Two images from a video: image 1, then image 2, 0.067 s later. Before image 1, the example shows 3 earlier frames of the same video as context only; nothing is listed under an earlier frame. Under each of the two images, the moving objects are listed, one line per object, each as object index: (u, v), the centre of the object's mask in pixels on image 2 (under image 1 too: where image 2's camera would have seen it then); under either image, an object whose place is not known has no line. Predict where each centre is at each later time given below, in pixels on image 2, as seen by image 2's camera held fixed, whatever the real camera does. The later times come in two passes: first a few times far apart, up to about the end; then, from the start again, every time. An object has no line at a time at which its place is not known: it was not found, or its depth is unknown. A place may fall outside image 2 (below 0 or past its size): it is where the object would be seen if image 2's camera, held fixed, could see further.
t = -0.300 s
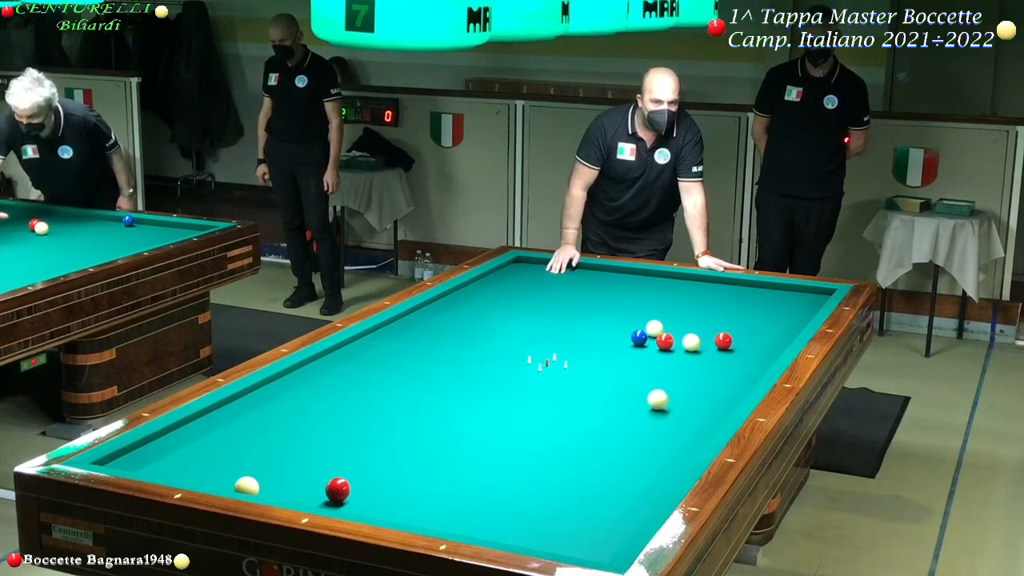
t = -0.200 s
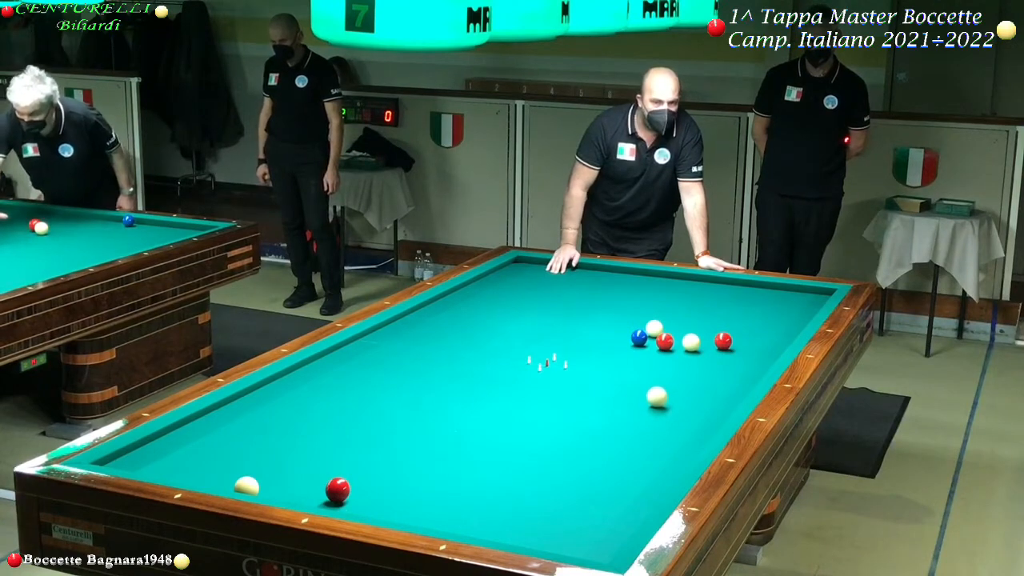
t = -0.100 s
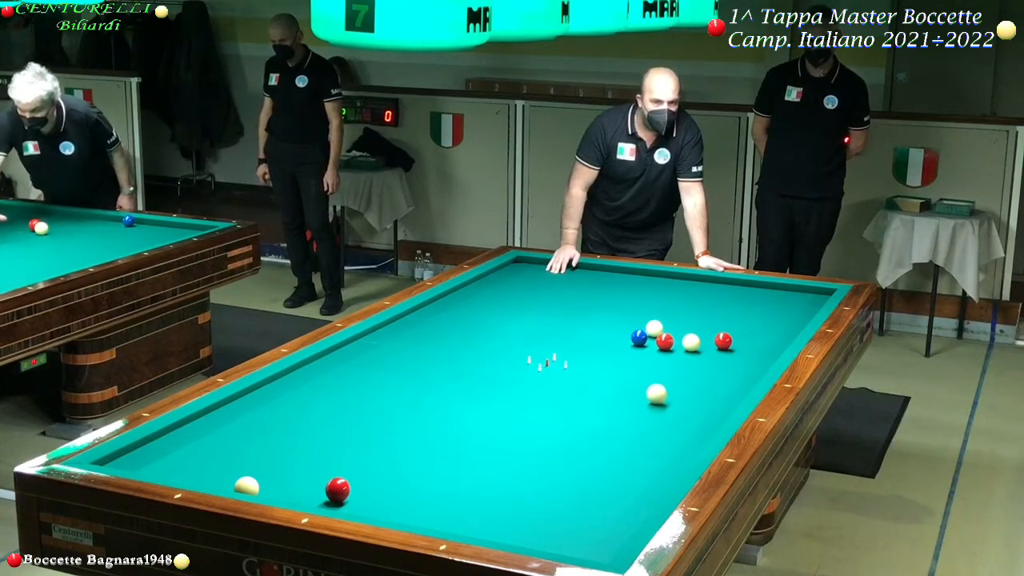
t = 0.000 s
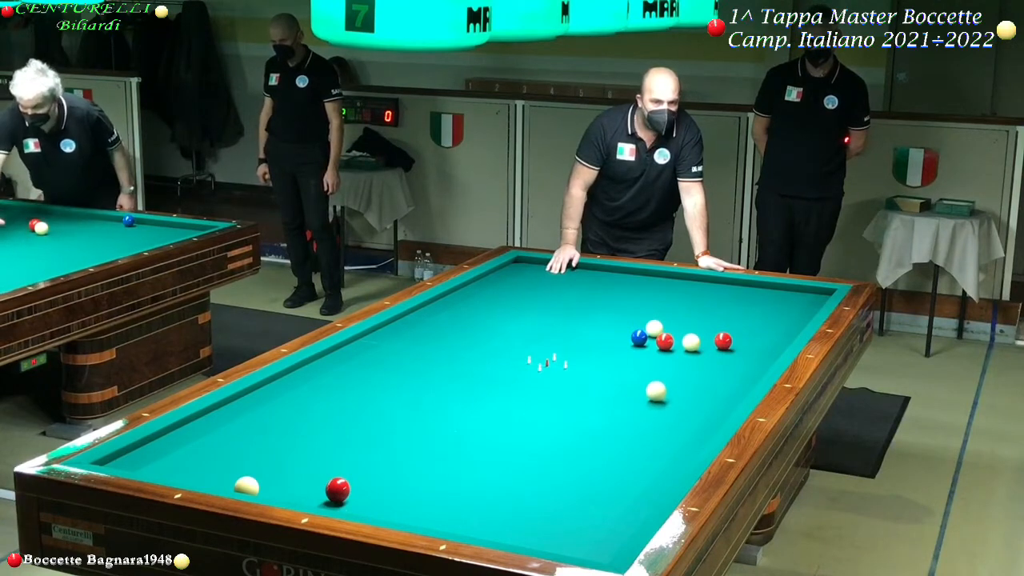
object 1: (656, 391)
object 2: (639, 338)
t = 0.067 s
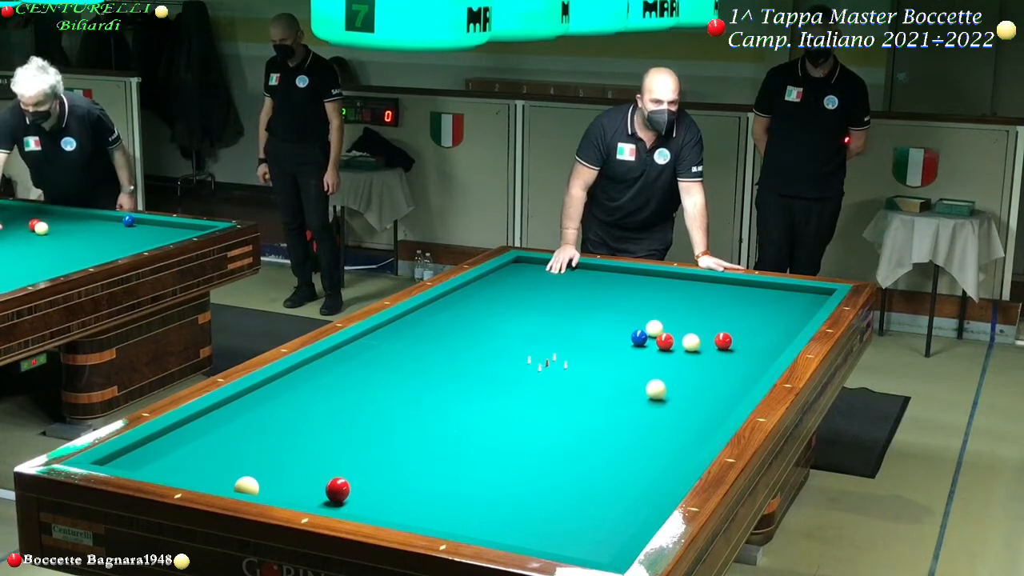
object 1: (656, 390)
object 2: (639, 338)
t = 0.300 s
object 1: (655, 384)
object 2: (639, 338)
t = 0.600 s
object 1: (654, 376)
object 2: (639, 338)
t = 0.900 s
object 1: (654, 370)
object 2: (639, 338)
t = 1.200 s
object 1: (653, 364)
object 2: (639, 338)
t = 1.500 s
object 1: (652, 359)
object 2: (639, 338)
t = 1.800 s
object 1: (651, 354)
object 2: (639, 338)
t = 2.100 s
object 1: (651, 349)
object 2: (639, 337)
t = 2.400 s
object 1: (650, 345)
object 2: (638, 337)
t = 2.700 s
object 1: (647, 342)
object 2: (636, 336)
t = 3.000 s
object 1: (646, 342)
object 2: (634, 335)
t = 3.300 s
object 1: (646, 341)
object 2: (633, 334)
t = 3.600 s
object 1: (645, 341)
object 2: (631, 333)
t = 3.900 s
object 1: (645, 341)
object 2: (630, 332)
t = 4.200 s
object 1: (645, 341)
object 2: (629, 331)
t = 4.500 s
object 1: (645, 341)
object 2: (627, 330)
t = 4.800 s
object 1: (645, 341)
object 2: (627, 329)
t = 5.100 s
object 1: (645, 341)
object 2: (627, 329)
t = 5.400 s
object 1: (645, 341)
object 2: (627, 329)
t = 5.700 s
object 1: (645, 340)
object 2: (627, 329)
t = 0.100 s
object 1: (656, 389)
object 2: (639, 338)
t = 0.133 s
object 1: (656, 388)
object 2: (639, 338)
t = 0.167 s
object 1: (656, 387)
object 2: (639, 338)
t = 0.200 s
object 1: (655, 386)
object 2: (639, 338)
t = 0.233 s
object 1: (655, 385)
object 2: (639, 338)
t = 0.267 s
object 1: (655, 385)
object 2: (639, 338)
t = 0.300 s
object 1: (655, 384)
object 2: (639, 338)
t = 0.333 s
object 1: (655, 383)
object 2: (639, 338)
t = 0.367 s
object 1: (655, 382)
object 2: (639, 338)
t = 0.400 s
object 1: (655, 381)
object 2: (639, 338)
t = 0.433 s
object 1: (655, 380)
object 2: (639, 338)
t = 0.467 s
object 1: (655, 380)
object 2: (639, 338)
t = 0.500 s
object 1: (655, 379)
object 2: (639, 338)
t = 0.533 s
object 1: (654, 378)
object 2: (639, 338)
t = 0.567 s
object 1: (654, 377)
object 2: (639, 338)
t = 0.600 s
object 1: (654, 376)
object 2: (639, 338)
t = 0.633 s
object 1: (654, 376)
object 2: (639, 338)
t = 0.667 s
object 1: (654, 375)
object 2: (639, 338)
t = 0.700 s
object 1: (654, 374)
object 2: (639, 338)
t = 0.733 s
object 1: (654, 374)
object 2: (639, 338)
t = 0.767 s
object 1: (654, 373)
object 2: (639, 338)
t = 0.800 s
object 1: (654, 372)
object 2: (639, 338)
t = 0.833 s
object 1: (654, 372)
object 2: (639, 338)
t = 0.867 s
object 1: (654, 371)
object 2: (639, 338)
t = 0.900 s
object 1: (654, 370)
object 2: (639, 338)
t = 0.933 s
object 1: (653, 370)
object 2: (639, 338)
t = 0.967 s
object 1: (653, 369)
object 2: (639, 338)
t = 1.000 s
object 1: (653, 368)
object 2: (639, 338)
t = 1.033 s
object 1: (653, 367)
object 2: (639, 338)
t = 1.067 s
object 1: (653, 367)
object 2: (639, 338)
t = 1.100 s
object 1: (653, 366)
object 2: (639, 338)
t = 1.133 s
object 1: (653, 366)
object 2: (639, 338)
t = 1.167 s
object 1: (653, 365)
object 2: (639, 338)
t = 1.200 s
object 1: (653, 364)
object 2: (639, 338)
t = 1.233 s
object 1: (653, 364)
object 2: (639, 338)
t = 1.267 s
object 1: (653, 363)
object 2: (639, 338)
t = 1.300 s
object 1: (652, 362)
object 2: (639, 338)
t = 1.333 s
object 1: (652, 362)
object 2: (639, 338)
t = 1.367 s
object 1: (652, 362)
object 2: (639, 338)
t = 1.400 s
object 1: (652, 361)
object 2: (639, 338)
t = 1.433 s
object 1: (652, 360)
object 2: (639, 338)
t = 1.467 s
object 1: (652, 360)
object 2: (639, 338)
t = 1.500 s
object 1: (652, 359)
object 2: (639, 338)
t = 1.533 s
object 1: (652, 359)
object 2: (639, 338)
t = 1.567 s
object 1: (652, 358)
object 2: (639, 338)
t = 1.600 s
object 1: (652, 357)
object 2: (639, 338)
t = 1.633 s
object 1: (652, 357)
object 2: (639, 338)
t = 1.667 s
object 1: (652, 356)
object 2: (639, 338)
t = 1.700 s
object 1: (652, 356)
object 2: (639, 338)
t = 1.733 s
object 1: (652, 355)
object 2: (639, 338)
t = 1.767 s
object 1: (652, 355)
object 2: (639, 338)
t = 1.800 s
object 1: (651, 354)
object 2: (639, 338)
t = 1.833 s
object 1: (651, 353)
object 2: (639, 338)
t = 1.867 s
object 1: (651, 353)
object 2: (639, 338)
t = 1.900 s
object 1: (651, 352)
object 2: (639, 338)
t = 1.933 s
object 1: (651, 352)
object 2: (639, 338)
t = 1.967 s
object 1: (651, 351)
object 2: (639, 338)
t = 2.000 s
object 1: (651, 351)
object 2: (639, 338)
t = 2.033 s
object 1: (651, 350)
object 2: (639, 338)
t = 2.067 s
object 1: (651, 350)
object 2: (639, 337)
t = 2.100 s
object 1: (651, 349)
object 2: (639, 337)
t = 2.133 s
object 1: (651, 349)
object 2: (639, 337)
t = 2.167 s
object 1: (651, 348)
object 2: (639, 337)
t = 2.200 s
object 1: (651, 348)
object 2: (639, 337)
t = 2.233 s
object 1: (651, 348)
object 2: (639, 337)
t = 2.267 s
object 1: (651, 347)
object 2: (639, 337)
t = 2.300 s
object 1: (651, 347)
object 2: (638, 337)
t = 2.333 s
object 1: (651, 346)
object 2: (638, 337)
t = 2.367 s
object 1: (651, 346)
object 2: (638, 337)
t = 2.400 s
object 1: (650, 345)
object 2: (638, 337)
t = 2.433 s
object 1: (650, 345)
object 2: (638, 337)
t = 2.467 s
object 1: (650, 344)
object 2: (638, 337)
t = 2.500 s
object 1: (650, 344)
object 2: (638, 337)
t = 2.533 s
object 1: (650, 344)
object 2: (638, 337)
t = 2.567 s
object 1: (649, 343)
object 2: (637, 337)
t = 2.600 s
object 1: (649, 343)
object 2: (637, 337)
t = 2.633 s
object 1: (648, 343)
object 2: (637, 336)
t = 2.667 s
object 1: (648, 342)
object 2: (636, 336)
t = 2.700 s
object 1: (647, 342)
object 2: (636, 336)
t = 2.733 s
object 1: (647, 342)
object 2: (636, 336)
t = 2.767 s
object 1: (647, 342)
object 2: (636, 336)
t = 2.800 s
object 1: (647, 342)
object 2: (636, 336)
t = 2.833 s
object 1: (647, 342)
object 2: (635, 335)
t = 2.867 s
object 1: (647, 342)
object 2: (635, 335)
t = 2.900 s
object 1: (646, 342)
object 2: (635, 335)
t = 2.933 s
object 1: (646, 342)
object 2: (635, 335)
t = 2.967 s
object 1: (646, 342)
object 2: (635, 335)
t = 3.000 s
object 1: (646, 342)
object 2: (634, 335)
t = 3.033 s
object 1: (646, 341)
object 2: (634, 335)
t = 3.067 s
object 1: (646, 341)
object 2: (634, 335)
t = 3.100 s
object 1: (646, 341)
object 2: (634, 334)
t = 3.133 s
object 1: (646, 341)
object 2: (634, 334)
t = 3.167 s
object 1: (646, 341)
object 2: (633, 334)
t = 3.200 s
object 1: (646, 341)
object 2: (633, 334)
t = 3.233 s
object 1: (646, 341)
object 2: (633, 334)
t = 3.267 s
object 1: (646, 341)
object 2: (633, 334)
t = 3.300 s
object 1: (646, 341)
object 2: (633, 334)
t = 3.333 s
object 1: (646, 341)
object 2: (633, 334)
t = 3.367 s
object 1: (645, 341)
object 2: (632, 334)
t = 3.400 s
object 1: (645, 341)
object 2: (632, 333)
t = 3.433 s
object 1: (645, 341)
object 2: (632, 333)
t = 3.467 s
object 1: (645, 341)
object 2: (632, 333)
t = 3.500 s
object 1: (645, 341)
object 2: (631, 333)
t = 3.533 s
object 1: (645, 341)
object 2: (631, 333)
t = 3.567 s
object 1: (645, 341)
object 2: (631, 333)
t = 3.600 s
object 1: (645, 341)
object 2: (631, 333)
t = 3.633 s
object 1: (645, 341)
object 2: (631, 333)
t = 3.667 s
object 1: (645, 341)
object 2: (631, 333)
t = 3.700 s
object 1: (645, 341)
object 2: (631, 333)
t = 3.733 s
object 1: (645, 341)
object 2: (631, 332)
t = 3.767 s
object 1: (645, 341)
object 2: (630, 332)
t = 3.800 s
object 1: (645, 341)
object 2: (630, 332)
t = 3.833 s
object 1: (645, 341)
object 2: (630, 332)
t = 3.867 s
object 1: (645, 341)
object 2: (630, 332)
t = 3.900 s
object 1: (645, 341)
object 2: (630, 332)
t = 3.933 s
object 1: (645, 341)
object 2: (630, 332)
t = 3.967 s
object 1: (645, 341)
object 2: (629, 332)
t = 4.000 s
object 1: (645, 341)
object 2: (629, 332)
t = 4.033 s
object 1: (645, 341)
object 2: (629, 332)
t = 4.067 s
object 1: (645, 341)
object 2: (629, 332)
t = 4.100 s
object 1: (645, 341)
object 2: (629, 331)
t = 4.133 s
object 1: (645, 341)
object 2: (629, 331)
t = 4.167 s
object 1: (645, 341)
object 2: (628, 331)
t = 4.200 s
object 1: (645, 341)
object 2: (629, 331)
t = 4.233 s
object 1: (645, 341)
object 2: (628, 331)
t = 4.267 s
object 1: (645, 341)
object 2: (628, 331)
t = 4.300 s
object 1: (645, 341)
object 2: (628, 331)
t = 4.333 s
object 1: (645, 341)
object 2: (628, 331)
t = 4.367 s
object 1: (645, 341)
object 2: (628, 331)
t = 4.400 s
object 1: (645, 341)
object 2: (628, 330)
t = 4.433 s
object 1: (645, 341)
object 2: (628, 330)
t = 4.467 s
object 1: (645, 341)
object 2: (628, 330)
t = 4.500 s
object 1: (645, 341)
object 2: (627, 330)
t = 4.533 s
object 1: (645, 341)
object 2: (627, 330)
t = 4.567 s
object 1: (645, 341)
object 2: (627, 330)
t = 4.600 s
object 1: (645, 341)
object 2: (627, 330)
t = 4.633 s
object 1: (645, 341)
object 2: (627, 330)
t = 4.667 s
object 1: (645, 341)
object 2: (627, 330)
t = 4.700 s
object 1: (645, 341)
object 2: (627, 330)
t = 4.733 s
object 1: (645, 341)
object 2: (627, 330)
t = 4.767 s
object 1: (645, 341)
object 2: (627, 330)
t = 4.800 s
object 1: (645, 341)
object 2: (627, 329)
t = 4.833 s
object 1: (645, 341)
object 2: (627, 329)
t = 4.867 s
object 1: (645, 341)
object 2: (627, 329)
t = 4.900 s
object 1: (645, 341)
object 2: (627, 329)
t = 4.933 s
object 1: (645, 341)
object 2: (627, 329)
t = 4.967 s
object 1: (645, 341)
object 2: (627, 329)
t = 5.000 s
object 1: (645, 341)
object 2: (627, 329)
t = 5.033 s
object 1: (645, 341)
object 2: (627, 329)
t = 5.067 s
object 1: (645, 341)
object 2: (627, 329)
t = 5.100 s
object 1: (645, 341)
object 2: (627, 329)
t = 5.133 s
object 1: (645, 341)
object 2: (627, 329)
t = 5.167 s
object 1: (645, 341)
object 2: (627, 329)
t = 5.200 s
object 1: (645, 341)
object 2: (627, 329)
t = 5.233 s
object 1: (645, 341)
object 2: (627, 329)
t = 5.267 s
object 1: (645, 341)
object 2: (627, 329)
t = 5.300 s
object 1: (645, 341)
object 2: (627, 329)
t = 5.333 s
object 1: (645, 341)
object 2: (627, 329)
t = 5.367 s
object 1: (645, 341)
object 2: (627, 329)
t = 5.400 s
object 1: (645, 341)
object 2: (627, 329)
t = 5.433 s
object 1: (645, 341)
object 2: (627, 329)
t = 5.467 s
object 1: (645, 341)
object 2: (627, 329)
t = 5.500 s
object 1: (645, 341)
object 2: (627, 329)
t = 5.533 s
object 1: (645, 341)
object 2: (627, 329)
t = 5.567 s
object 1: (645, 341)
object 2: (627, 329)
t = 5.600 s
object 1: (645, 341)
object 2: (627, 329)
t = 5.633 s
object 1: (645, 341)
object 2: (628, 329)
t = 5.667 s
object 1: (645, 341)
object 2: (627, 329)
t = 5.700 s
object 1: (645, 340)
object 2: (627, 329)
